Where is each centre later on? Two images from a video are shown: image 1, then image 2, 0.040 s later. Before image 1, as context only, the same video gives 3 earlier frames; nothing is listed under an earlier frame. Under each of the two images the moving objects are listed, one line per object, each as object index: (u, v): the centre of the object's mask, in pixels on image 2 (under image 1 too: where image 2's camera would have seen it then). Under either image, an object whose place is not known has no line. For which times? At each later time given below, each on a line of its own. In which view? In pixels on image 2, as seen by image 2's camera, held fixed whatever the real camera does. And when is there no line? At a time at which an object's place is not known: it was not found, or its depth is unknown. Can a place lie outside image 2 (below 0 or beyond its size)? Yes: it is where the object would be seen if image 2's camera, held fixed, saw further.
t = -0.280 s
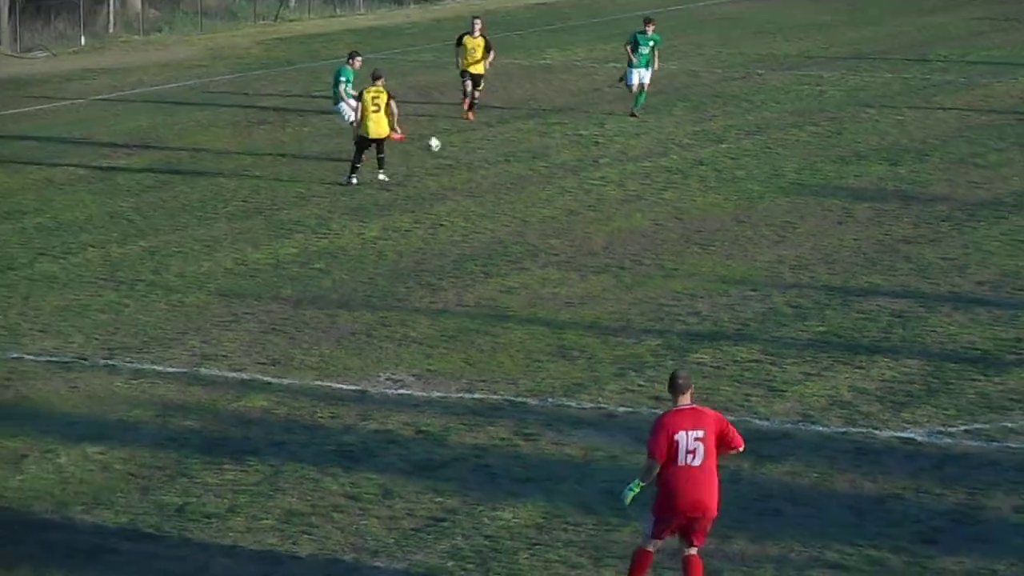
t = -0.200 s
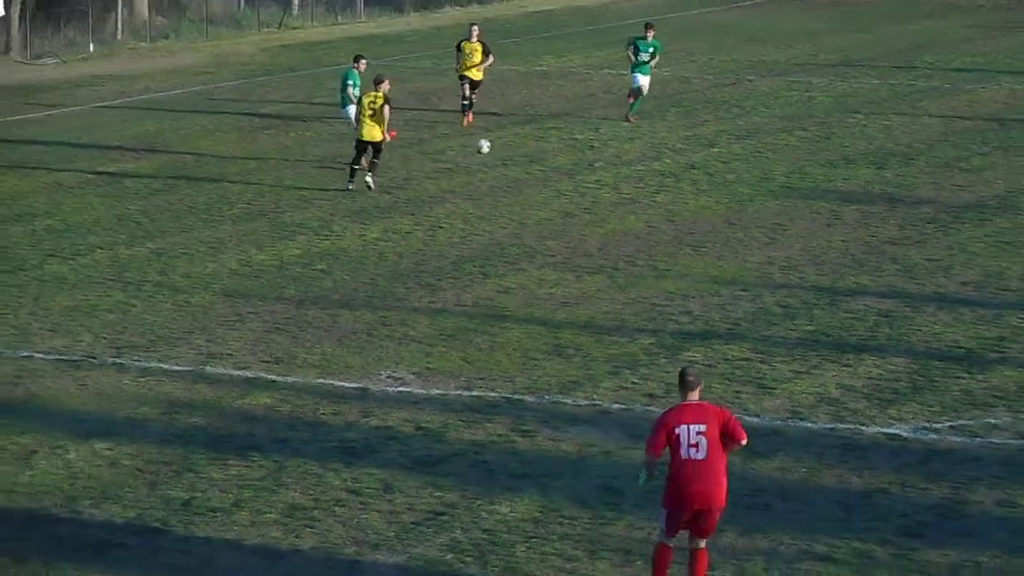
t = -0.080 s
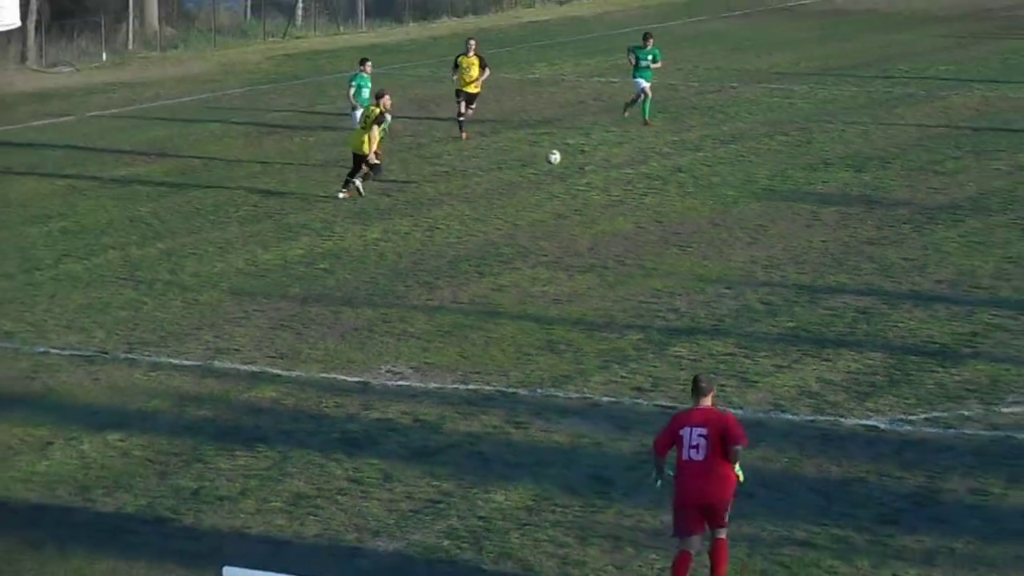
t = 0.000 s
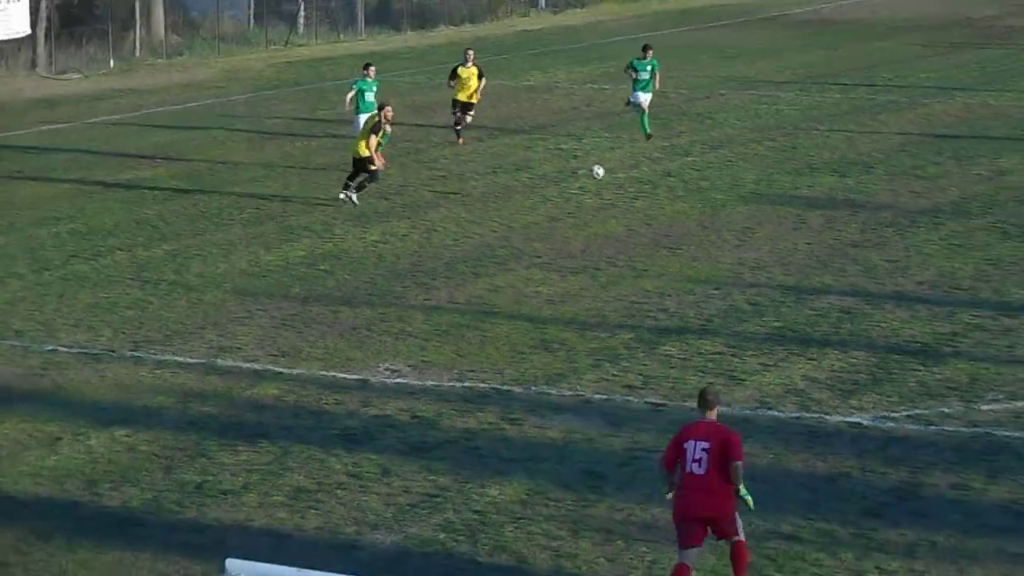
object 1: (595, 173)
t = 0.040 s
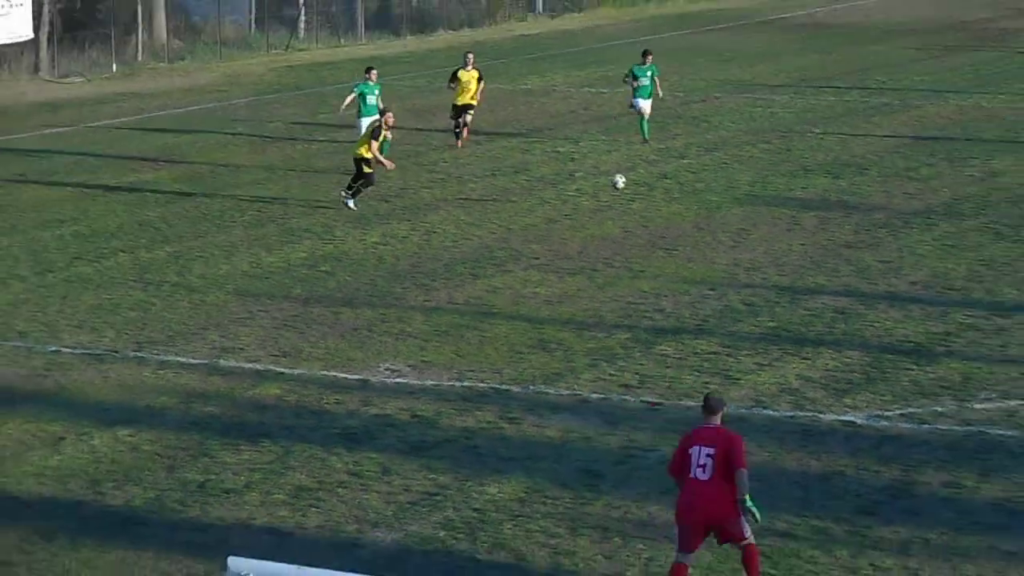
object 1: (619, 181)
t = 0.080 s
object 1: (643, 190)
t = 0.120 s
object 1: (666, 200)
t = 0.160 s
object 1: (690, 212)
